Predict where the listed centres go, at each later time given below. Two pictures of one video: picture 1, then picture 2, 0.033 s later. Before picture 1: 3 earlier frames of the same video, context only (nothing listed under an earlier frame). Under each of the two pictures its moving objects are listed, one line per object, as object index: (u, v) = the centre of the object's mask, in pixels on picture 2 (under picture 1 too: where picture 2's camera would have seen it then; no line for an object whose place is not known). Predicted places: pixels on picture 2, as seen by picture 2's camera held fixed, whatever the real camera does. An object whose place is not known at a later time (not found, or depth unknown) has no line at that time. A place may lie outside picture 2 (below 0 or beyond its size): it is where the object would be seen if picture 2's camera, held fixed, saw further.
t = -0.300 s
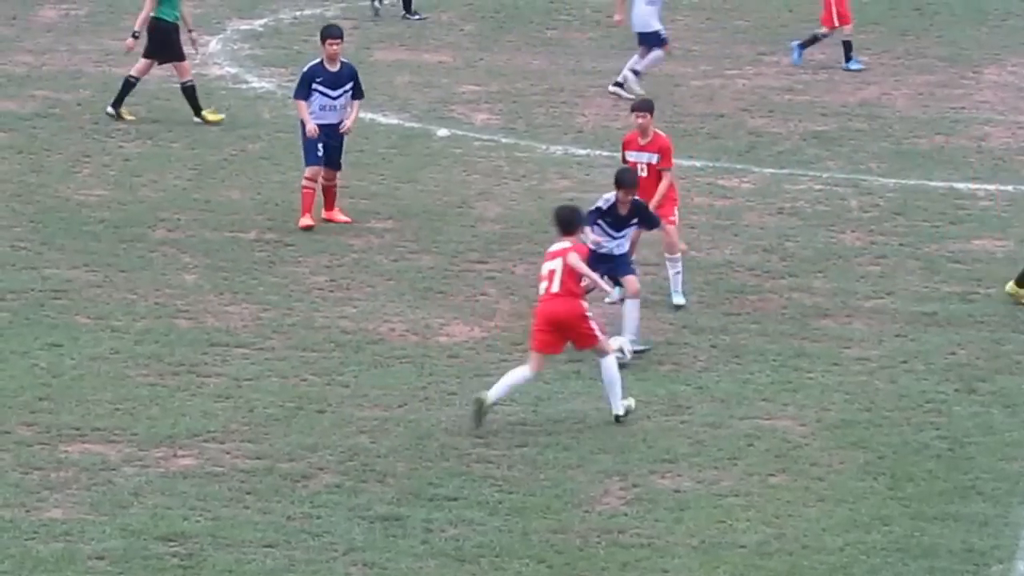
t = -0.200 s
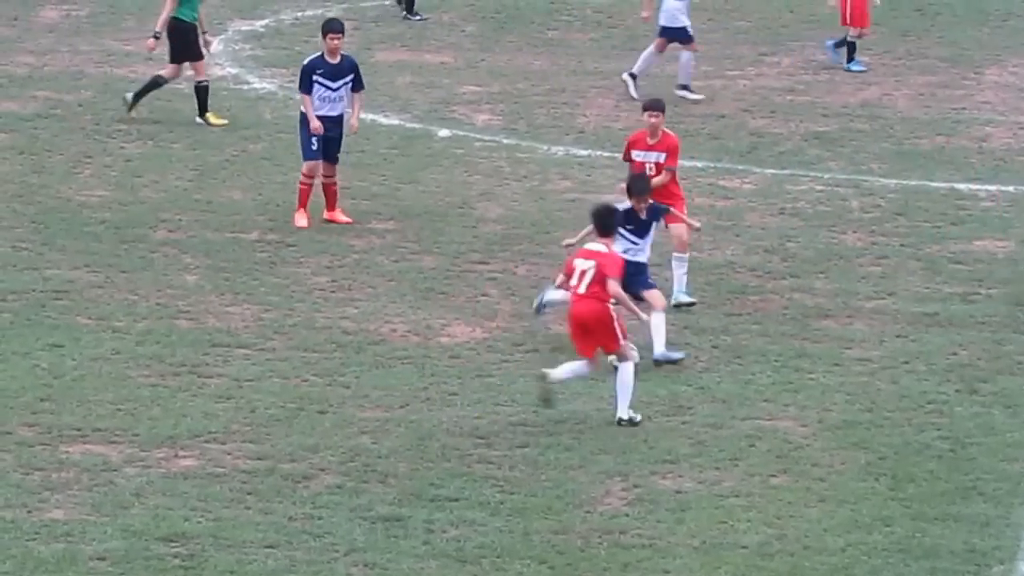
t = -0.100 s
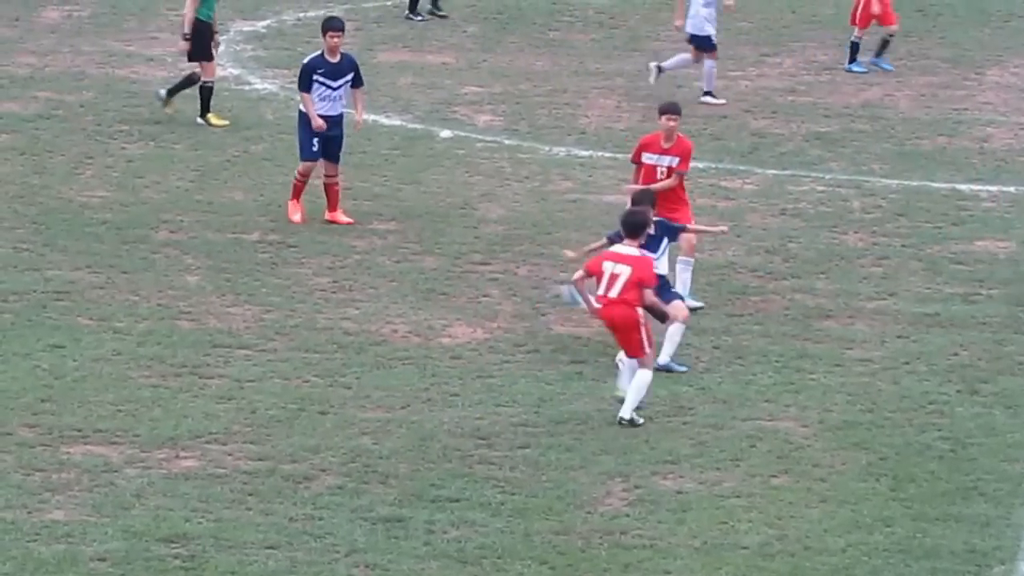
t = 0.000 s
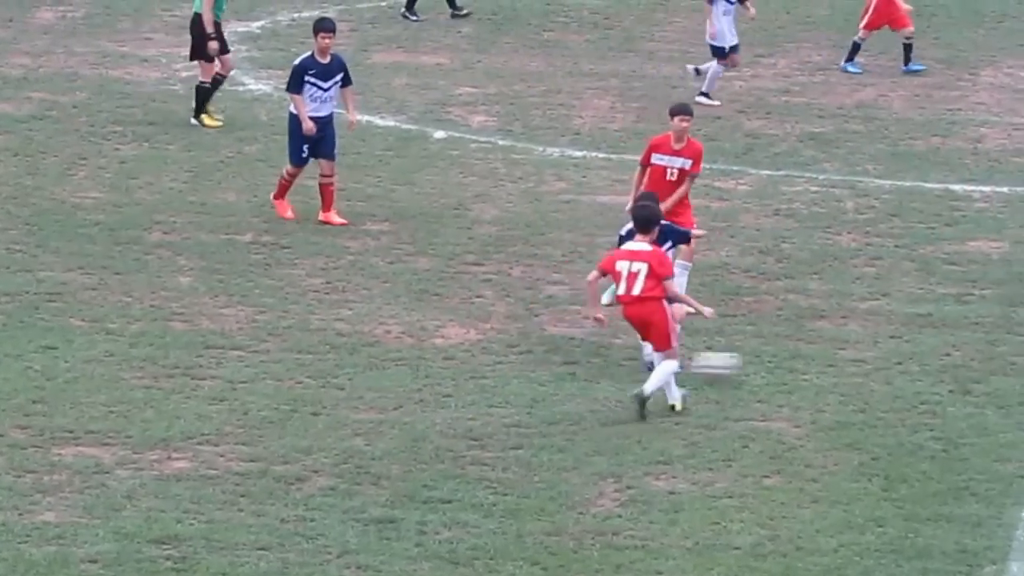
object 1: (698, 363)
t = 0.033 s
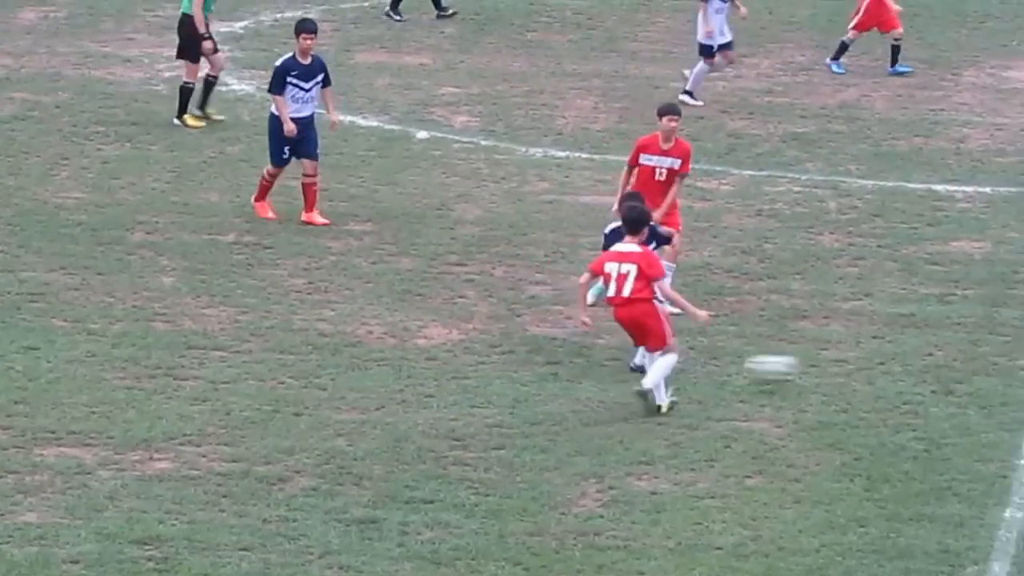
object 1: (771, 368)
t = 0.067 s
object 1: (848, 371)
